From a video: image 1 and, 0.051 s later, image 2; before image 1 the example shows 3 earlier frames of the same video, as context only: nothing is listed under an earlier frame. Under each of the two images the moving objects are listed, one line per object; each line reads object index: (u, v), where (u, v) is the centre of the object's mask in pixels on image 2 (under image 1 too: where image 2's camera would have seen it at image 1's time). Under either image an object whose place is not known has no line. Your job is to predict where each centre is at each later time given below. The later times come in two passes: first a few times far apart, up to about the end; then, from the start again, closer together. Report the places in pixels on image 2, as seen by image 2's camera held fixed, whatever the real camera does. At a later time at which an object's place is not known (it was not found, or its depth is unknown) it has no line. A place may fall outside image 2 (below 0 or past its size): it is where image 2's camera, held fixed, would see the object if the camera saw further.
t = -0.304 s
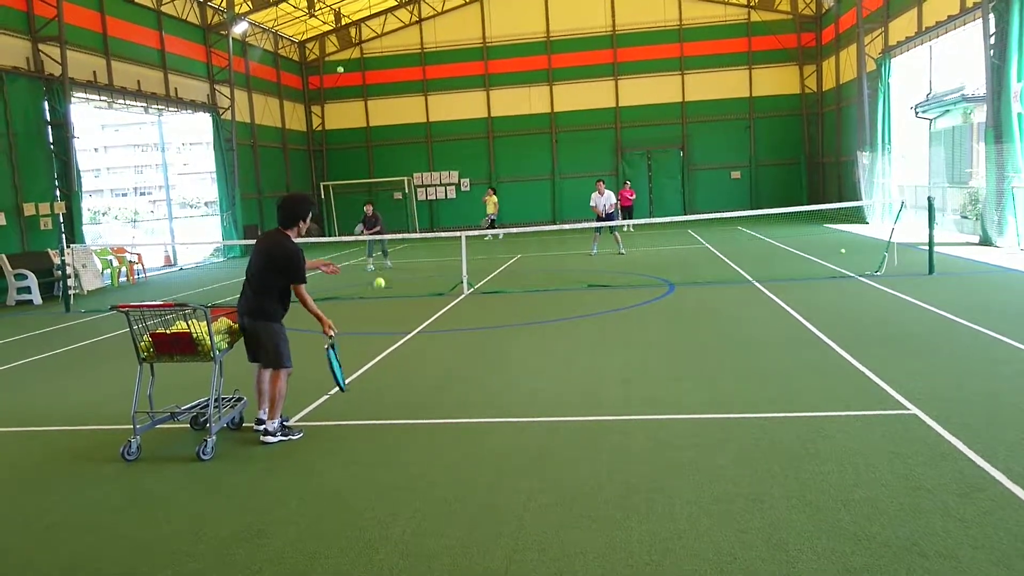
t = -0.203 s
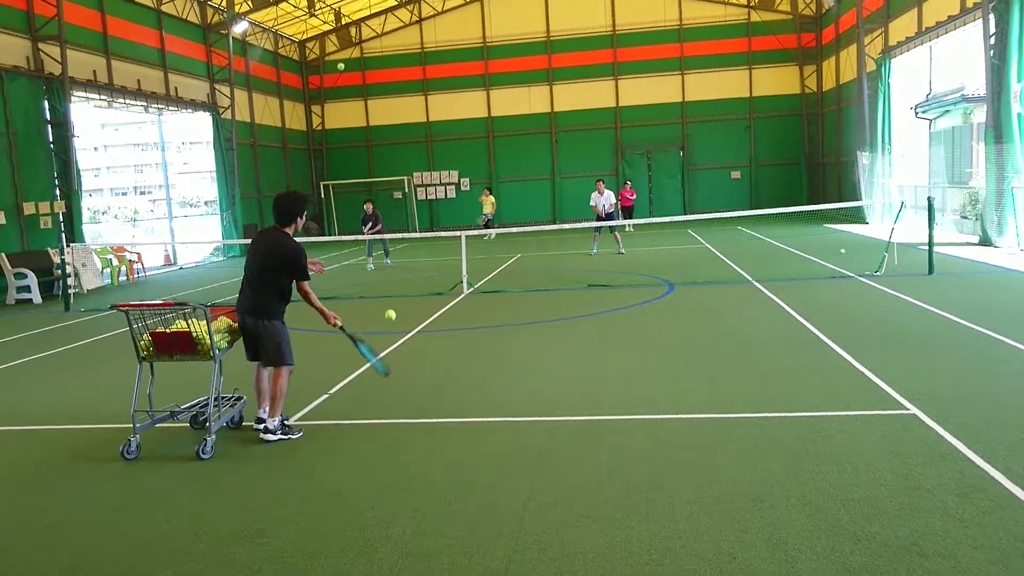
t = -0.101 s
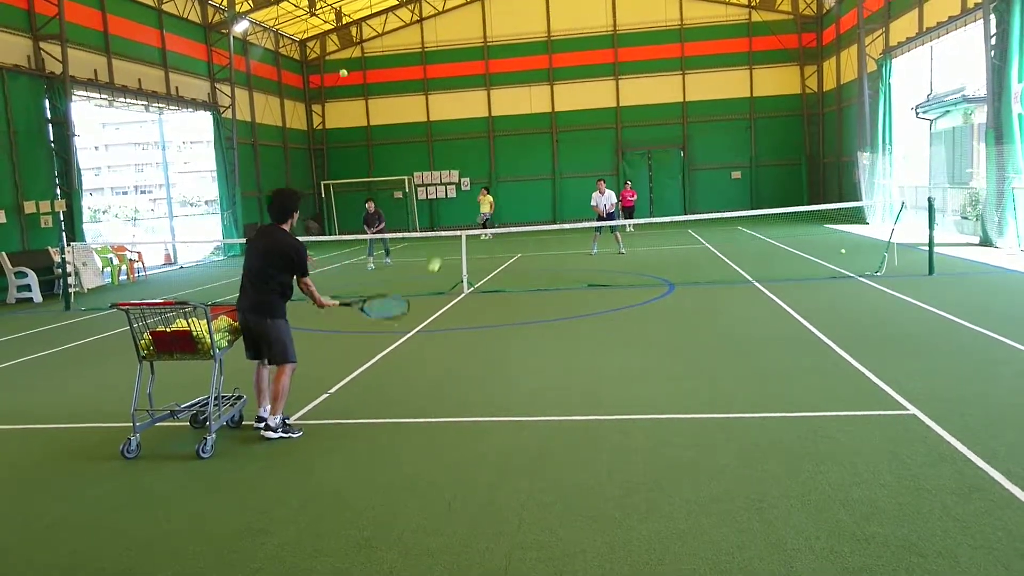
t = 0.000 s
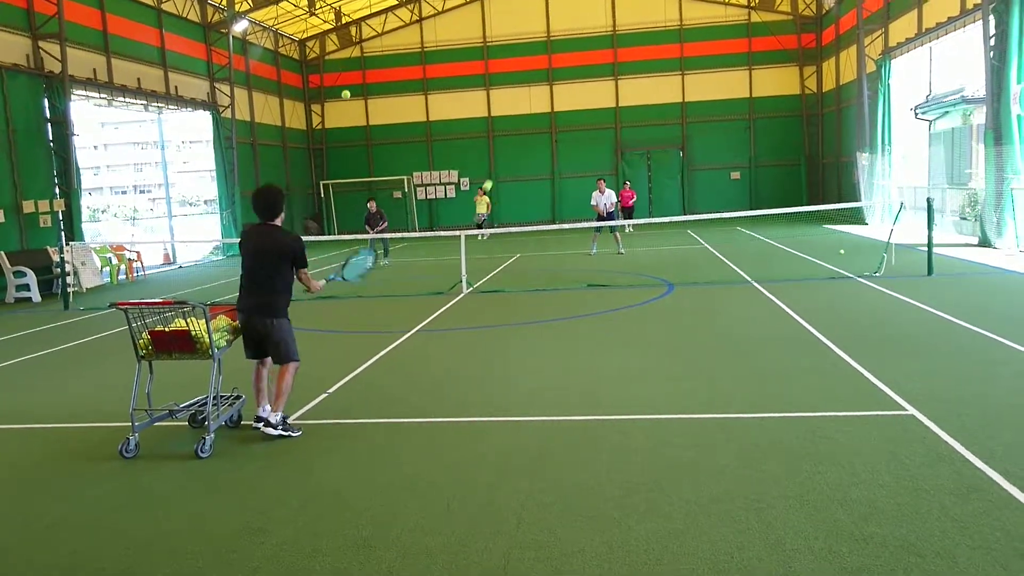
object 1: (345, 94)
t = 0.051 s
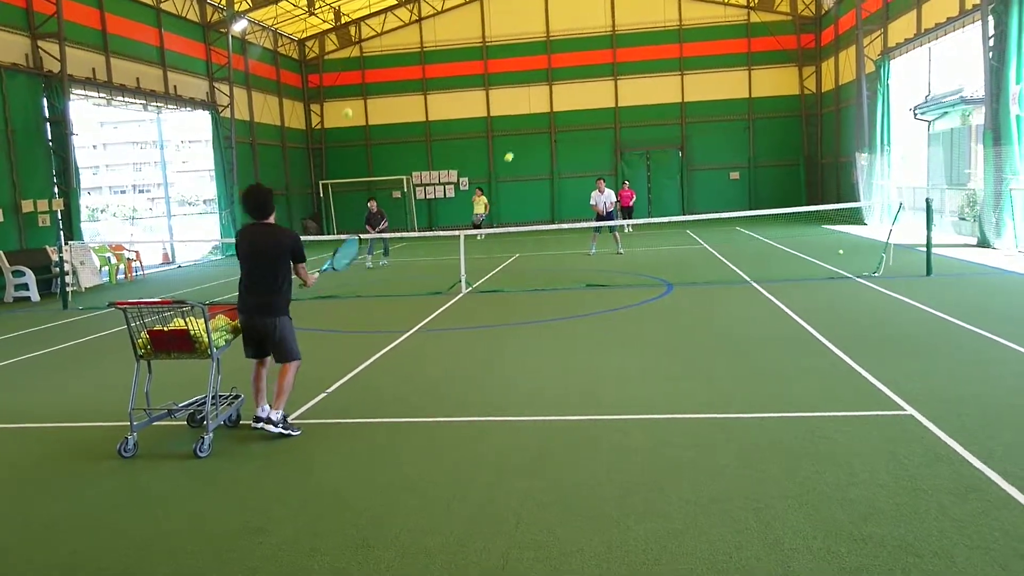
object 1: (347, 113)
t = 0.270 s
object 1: (366, 275)
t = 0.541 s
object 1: (388, 437)
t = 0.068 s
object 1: (348, 119)
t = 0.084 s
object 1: (349, 128)
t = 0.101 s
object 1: (350, 136)
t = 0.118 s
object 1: (351, 145)
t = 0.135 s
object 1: (352, 156)
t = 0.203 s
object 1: (358, 206)
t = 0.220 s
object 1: (359, 222)
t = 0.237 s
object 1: (362, 238)
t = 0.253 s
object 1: (364, 255)
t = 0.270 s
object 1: (366, 275)
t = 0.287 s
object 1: (369, 296)
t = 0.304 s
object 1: (372, 319)
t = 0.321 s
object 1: (374, 344)
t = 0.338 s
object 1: (377, 371)
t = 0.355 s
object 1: (381, 401)
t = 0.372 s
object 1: (384, 432)
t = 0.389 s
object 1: (388, 466)
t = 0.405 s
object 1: (393, 503)
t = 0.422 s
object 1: (396, 538)
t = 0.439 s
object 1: (395, 524)
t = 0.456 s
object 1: (394, 511)
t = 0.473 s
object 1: (393, 496)
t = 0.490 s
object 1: (391, 482)
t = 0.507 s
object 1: (390, 466)
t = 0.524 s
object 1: (389, 452)
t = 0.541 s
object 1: (388, 437)
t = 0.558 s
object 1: (387, 422)
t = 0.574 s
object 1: (387, 406)
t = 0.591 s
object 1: (386, 390)
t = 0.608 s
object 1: (385, 375)
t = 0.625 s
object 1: (384, 360)
